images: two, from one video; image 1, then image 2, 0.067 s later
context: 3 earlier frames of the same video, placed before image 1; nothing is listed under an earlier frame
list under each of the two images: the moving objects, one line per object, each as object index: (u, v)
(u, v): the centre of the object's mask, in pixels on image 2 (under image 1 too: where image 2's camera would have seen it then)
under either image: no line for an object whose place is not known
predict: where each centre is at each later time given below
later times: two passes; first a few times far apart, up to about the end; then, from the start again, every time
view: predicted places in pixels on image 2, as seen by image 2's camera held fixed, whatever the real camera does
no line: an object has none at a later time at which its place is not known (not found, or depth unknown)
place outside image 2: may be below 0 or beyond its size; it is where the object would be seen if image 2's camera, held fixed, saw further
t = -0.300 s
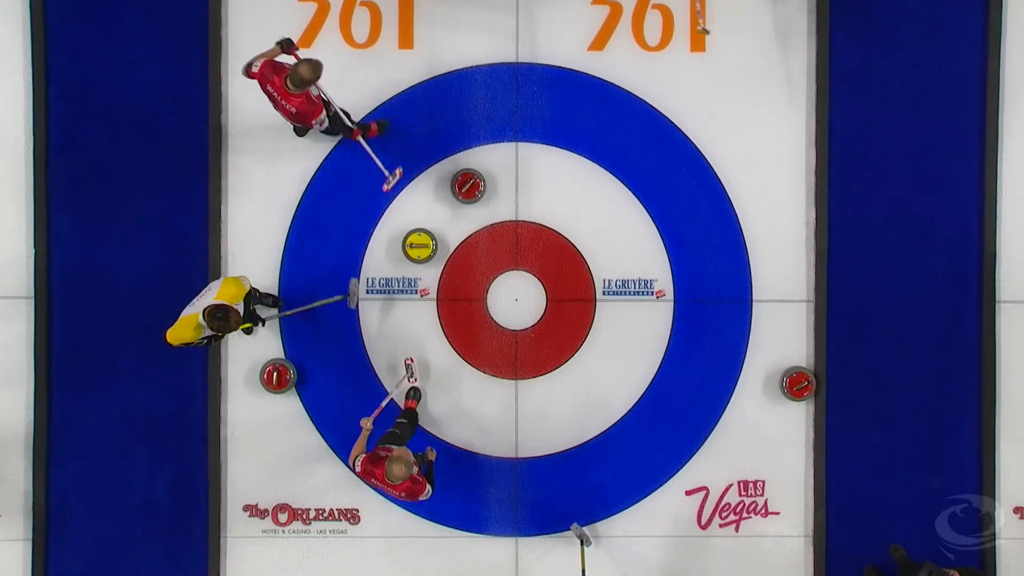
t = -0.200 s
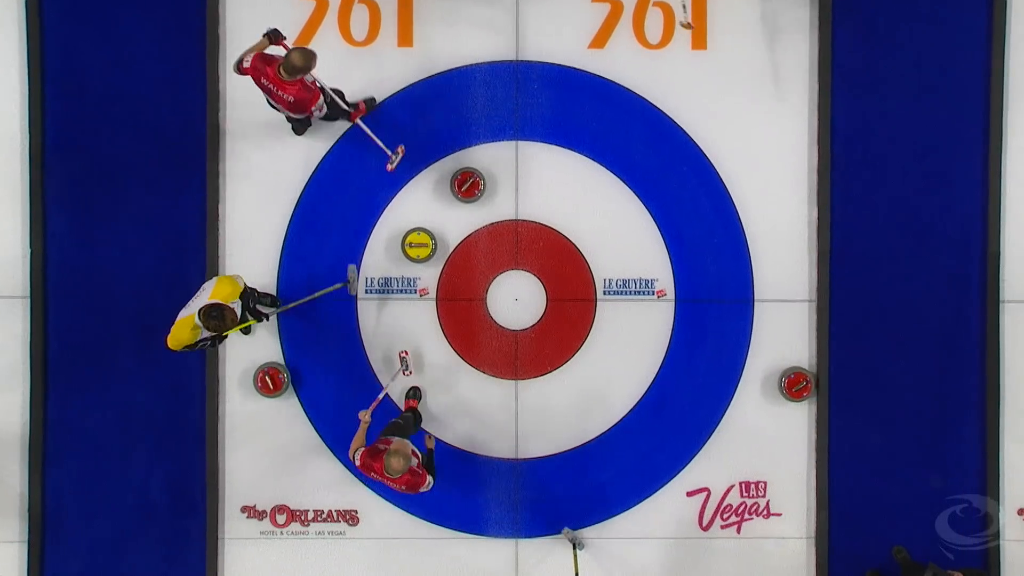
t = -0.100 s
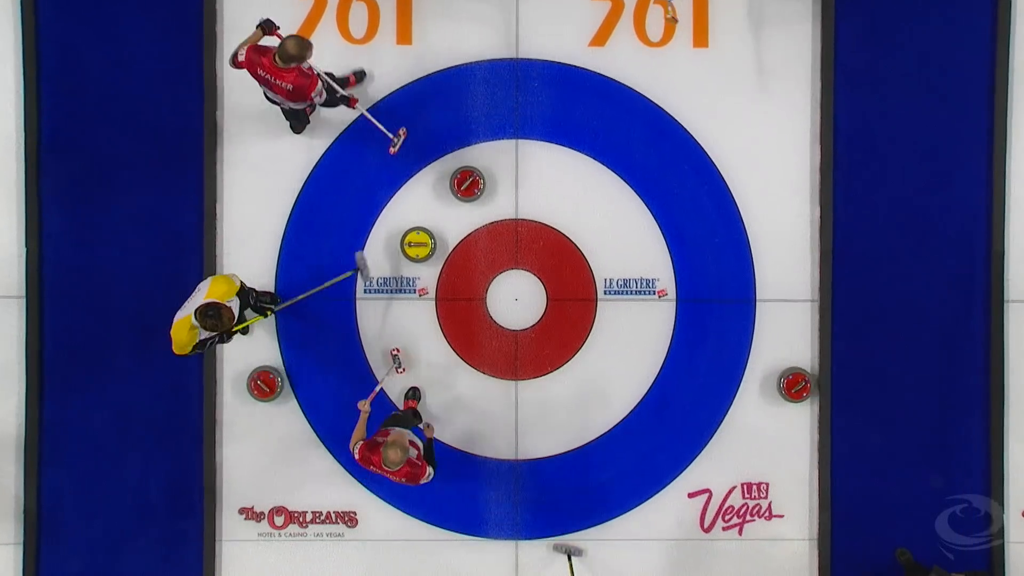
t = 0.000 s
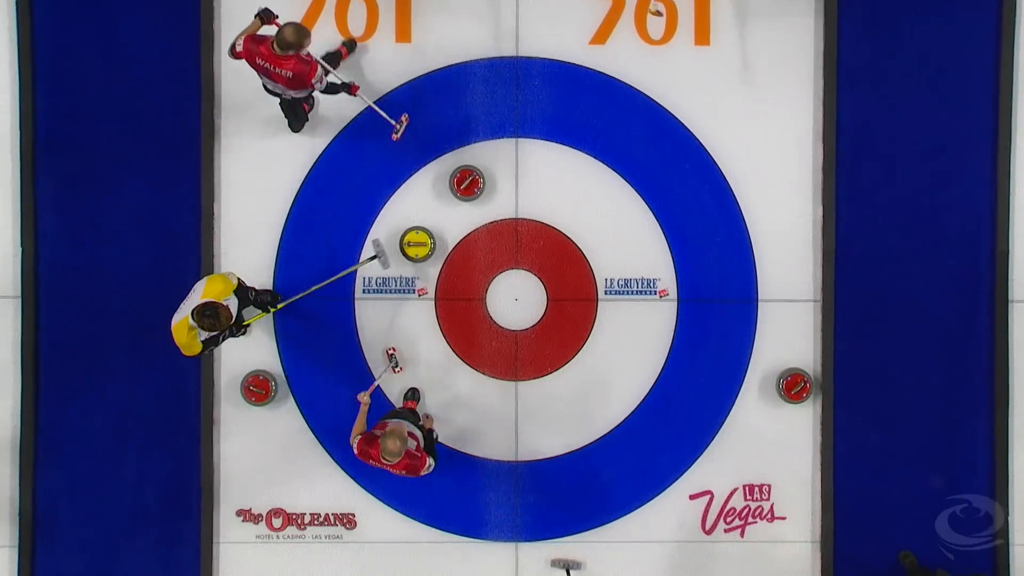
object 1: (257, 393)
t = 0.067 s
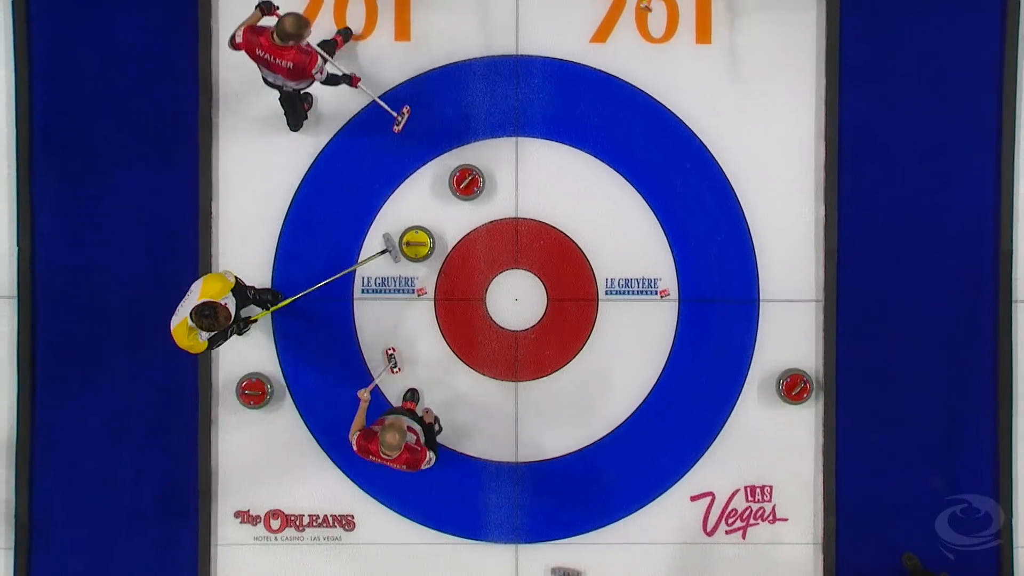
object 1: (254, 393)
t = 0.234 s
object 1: (248, 397)
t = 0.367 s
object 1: (244, 404)
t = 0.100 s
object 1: (253, 394)
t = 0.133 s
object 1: (252, 395)
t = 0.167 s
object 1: (251, 399)
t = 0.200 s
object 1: (249, 397)
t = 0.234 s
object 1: (248, 397)
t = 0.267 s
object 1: (247, 398)
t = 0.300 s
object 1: (246, 399)
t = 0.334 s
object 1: (245, 402)
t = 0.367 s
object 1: (244, 404)
